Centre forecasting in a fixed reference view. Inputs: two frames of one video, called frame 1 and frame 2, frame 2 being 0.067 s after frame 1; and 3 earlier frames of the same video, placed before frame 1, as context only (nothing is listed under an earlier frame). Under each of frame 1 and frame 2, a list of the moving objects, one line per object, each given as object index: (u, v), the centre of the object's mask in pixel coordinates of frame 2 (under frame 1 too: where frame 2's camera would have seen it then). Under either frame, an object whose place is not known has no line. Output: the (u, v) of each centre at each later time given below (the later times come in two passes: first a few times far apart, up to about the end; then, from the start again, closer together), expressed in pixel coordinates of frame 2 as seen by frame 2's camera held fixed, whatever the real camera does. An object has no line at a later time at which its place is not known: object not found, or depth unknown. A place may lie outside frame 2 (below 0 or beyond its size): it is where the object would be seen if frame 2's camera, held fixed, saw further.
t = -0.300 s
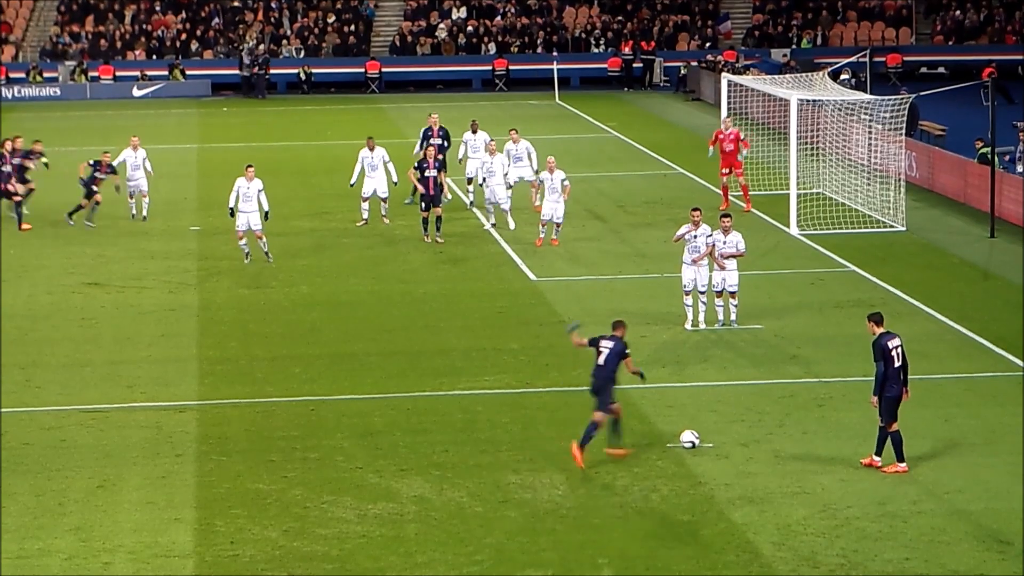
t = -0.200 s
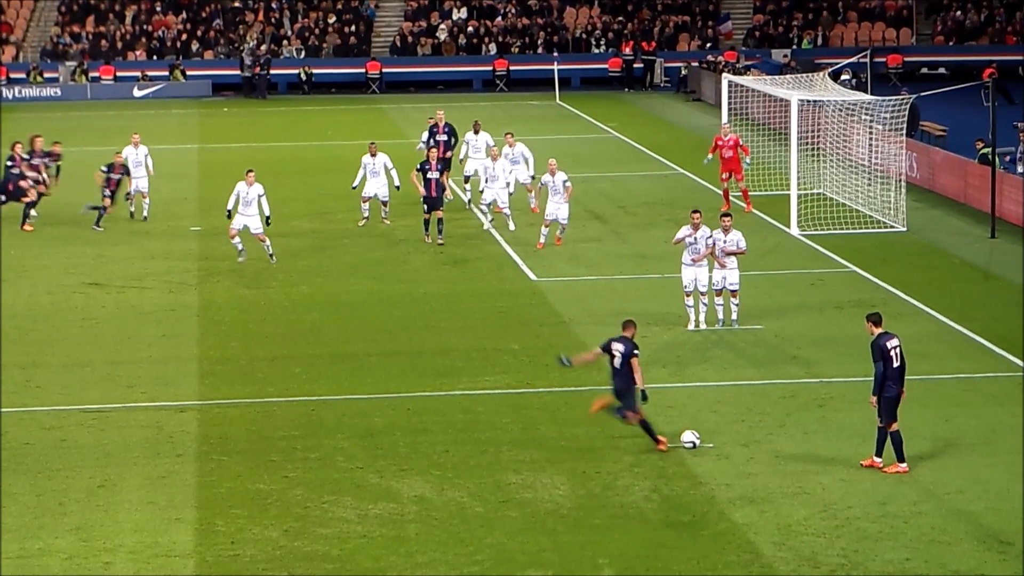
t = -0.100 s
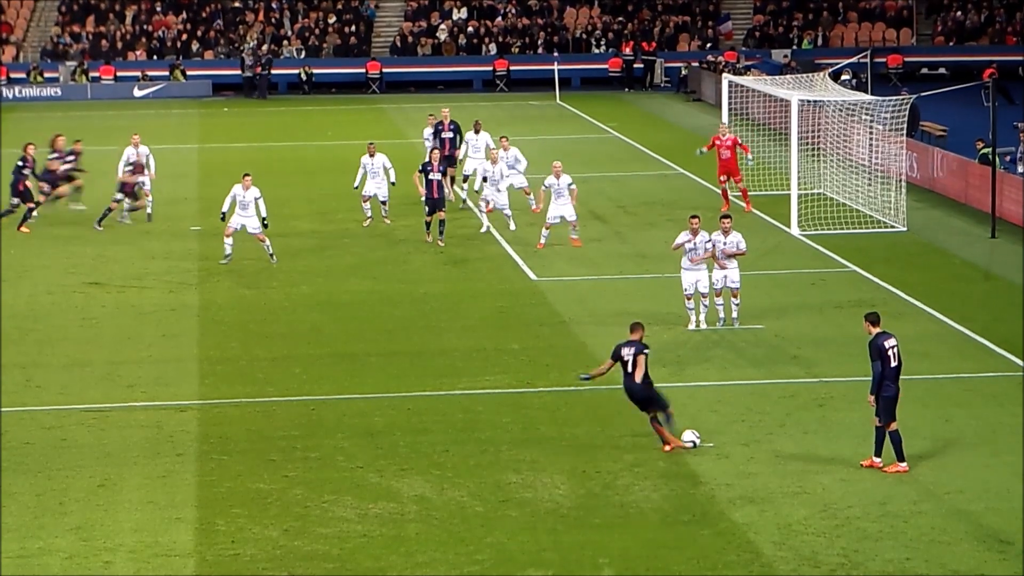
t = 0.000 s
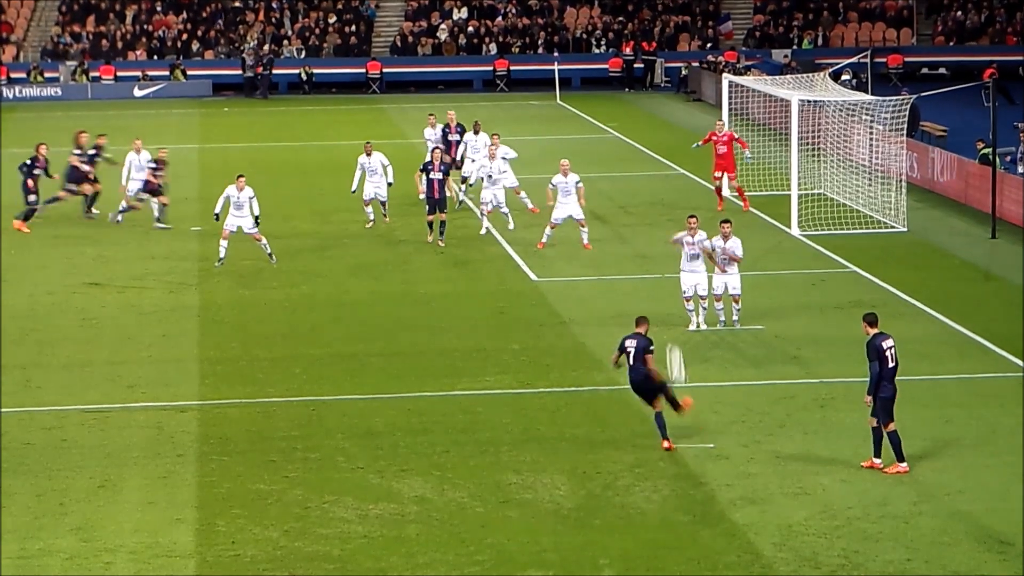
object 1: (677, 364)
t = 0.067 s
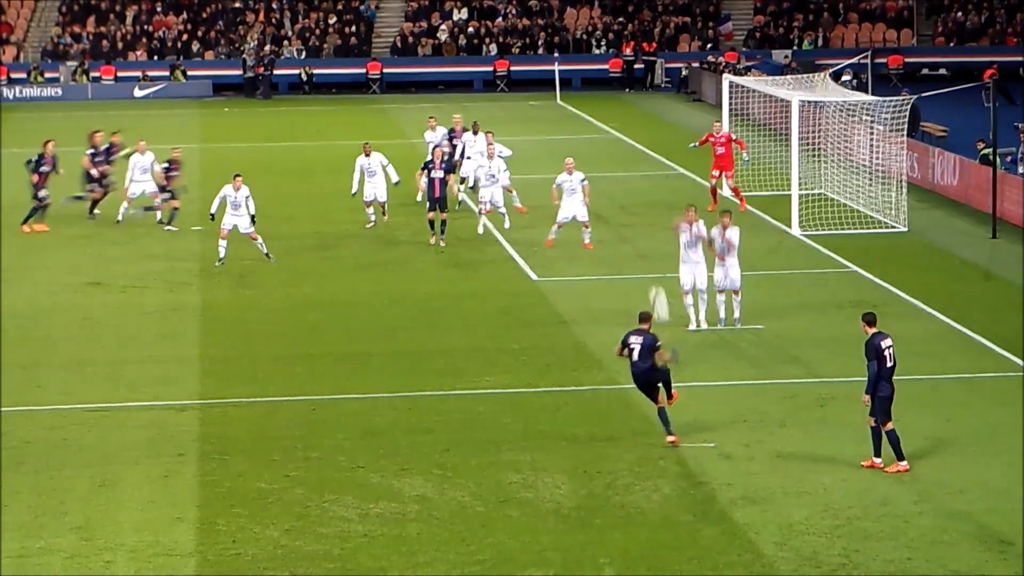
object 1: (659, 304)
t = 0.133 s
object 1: (641, 253)
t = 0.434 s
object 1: (549, 97)
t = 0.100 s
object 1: (650, 278)
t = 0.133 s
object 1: (641, 253)
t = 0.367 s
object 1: (571, 123)
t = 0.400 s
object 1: (559, 109)
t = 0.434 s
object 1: (549, 97)
